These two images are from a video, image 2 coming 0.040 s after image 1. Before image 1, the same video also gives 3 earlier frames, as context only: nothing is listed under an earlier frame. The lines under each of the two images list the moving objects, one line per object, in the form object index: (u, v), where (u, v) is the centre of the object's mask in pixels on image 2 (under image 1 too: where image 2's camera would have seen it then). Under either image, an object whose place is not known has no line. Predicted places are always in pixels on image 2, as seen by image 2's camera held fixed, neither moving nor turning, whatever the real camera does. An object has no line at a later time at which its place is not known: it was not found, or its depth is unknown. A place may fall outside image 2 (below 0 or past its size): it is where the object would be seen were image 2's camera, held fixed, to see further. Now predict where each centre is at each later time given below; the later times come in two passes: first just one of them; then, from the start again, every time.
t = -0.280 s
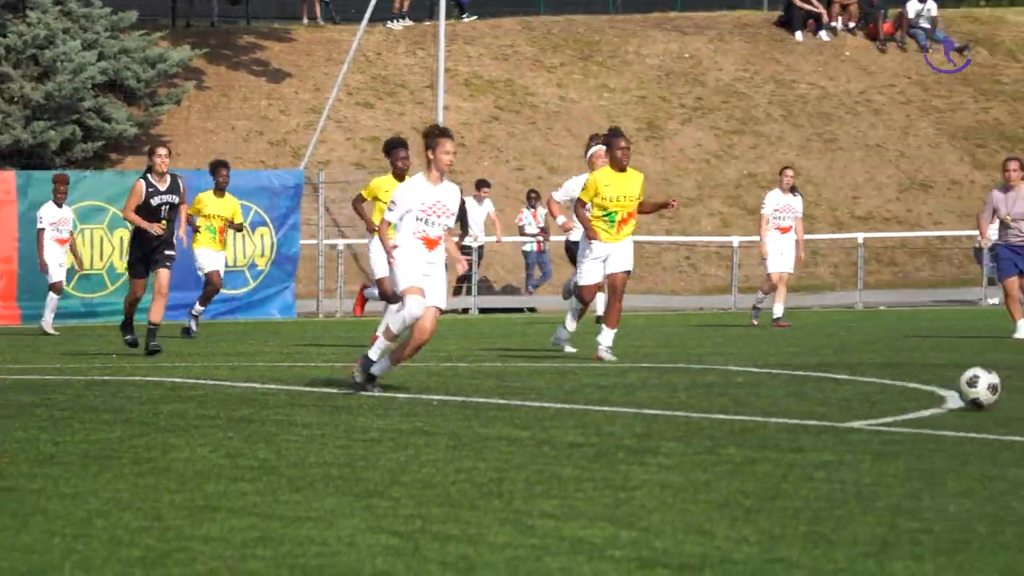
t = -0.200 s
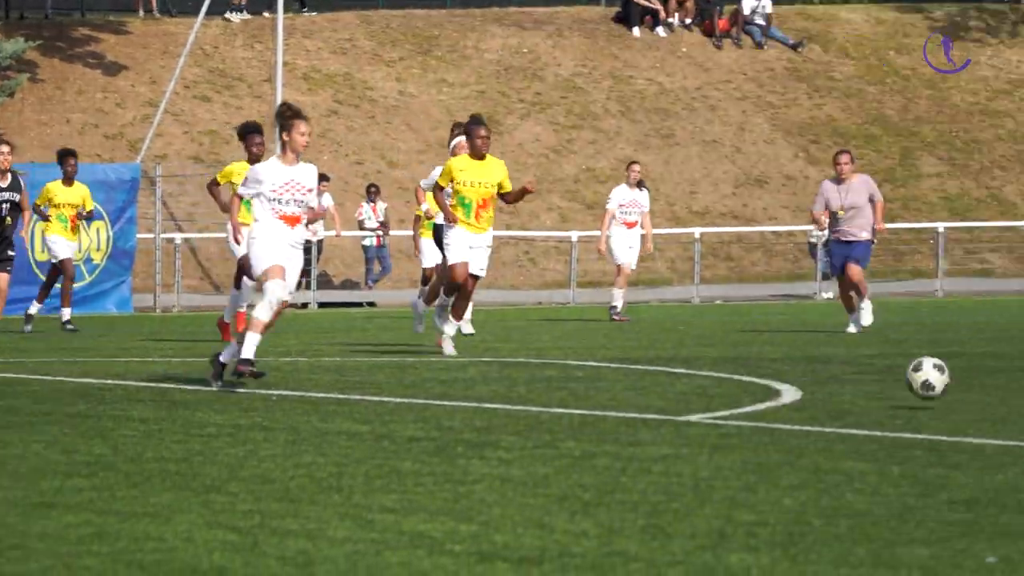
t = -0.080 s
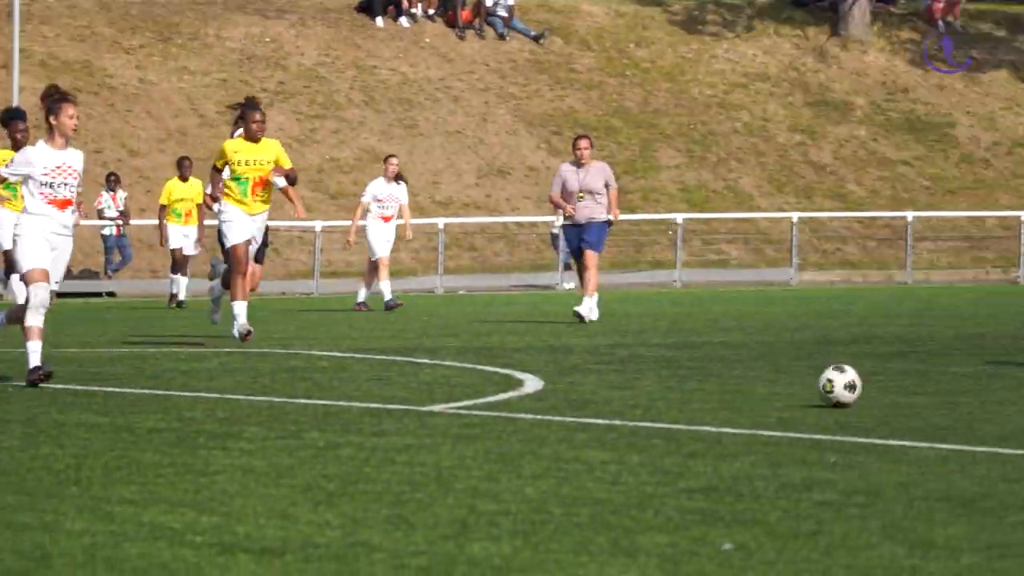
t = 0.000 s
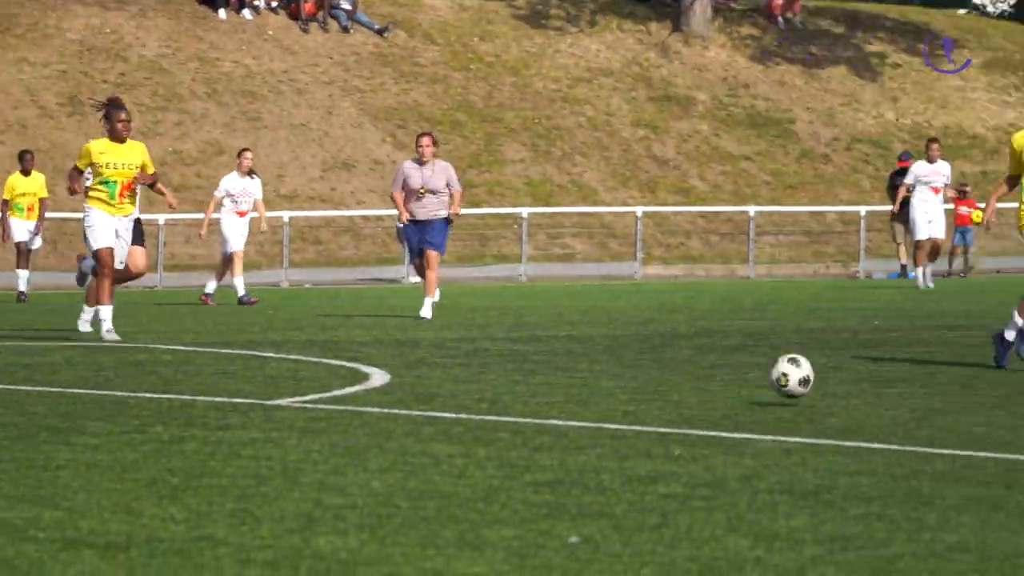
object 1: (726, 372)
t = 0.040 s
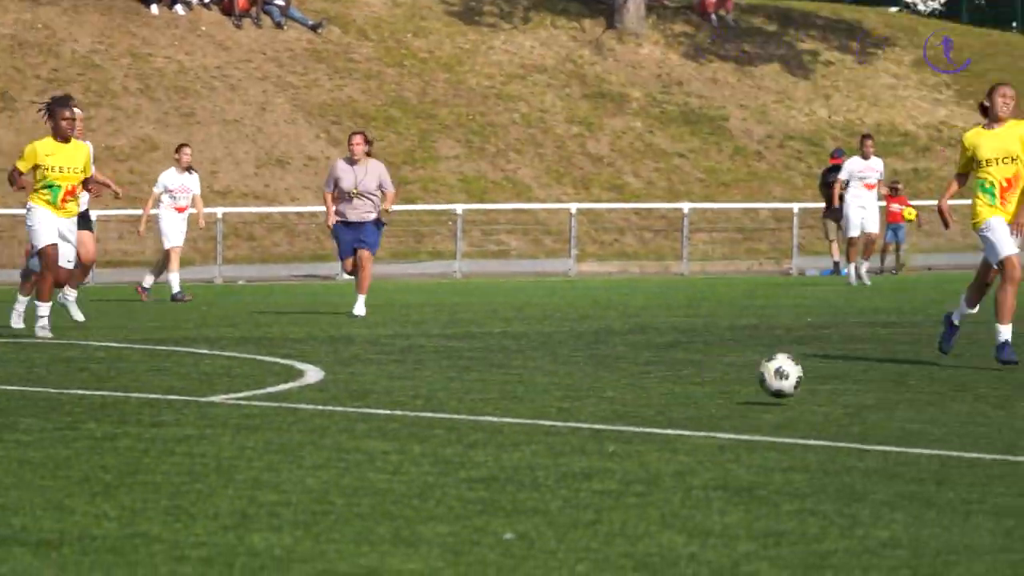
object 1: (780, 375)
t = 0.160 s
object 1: (952, 388)
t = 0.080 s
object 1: (836, 384)
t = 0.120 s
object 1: (894, 389)
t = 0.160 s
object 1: (952, 388)
